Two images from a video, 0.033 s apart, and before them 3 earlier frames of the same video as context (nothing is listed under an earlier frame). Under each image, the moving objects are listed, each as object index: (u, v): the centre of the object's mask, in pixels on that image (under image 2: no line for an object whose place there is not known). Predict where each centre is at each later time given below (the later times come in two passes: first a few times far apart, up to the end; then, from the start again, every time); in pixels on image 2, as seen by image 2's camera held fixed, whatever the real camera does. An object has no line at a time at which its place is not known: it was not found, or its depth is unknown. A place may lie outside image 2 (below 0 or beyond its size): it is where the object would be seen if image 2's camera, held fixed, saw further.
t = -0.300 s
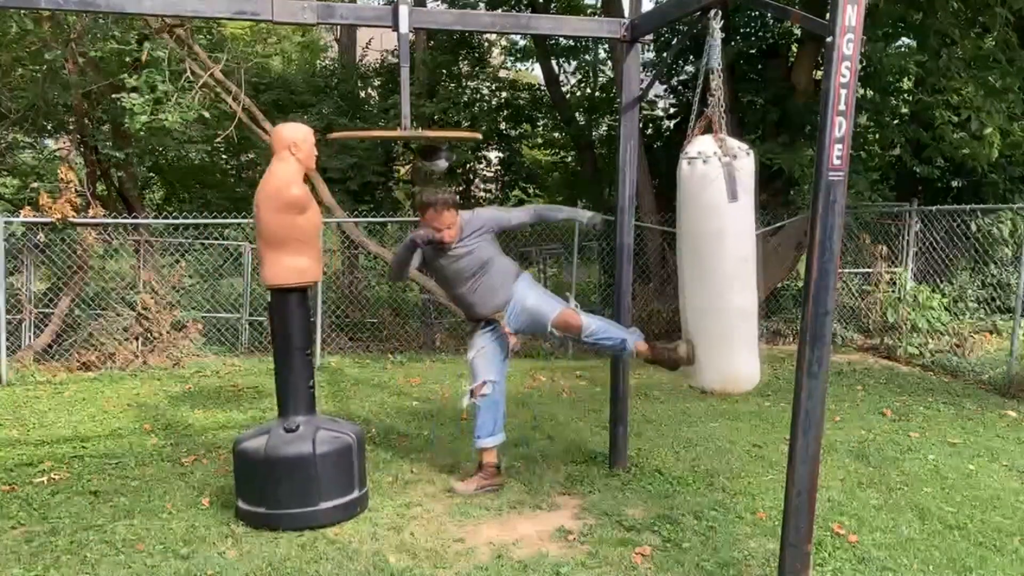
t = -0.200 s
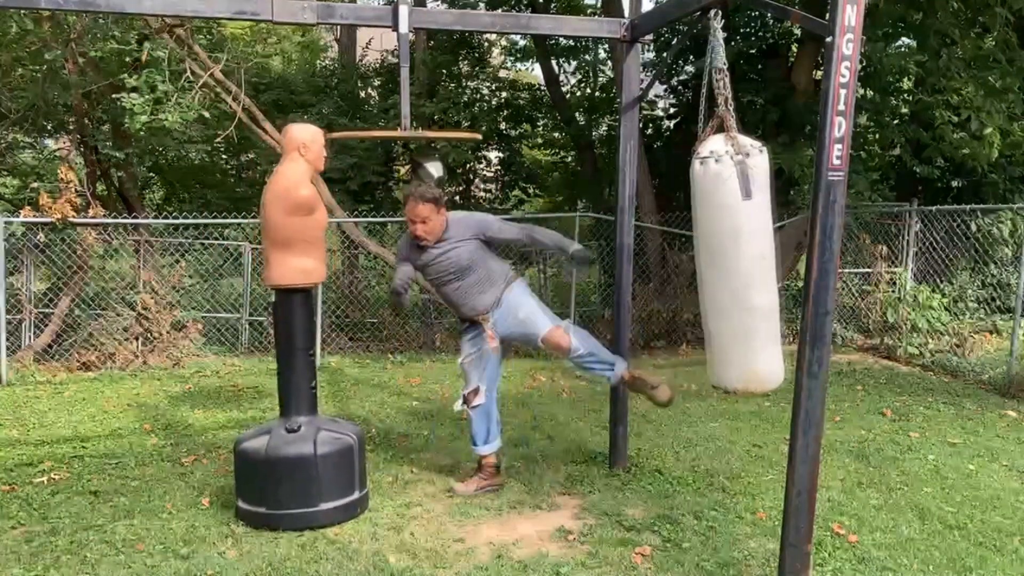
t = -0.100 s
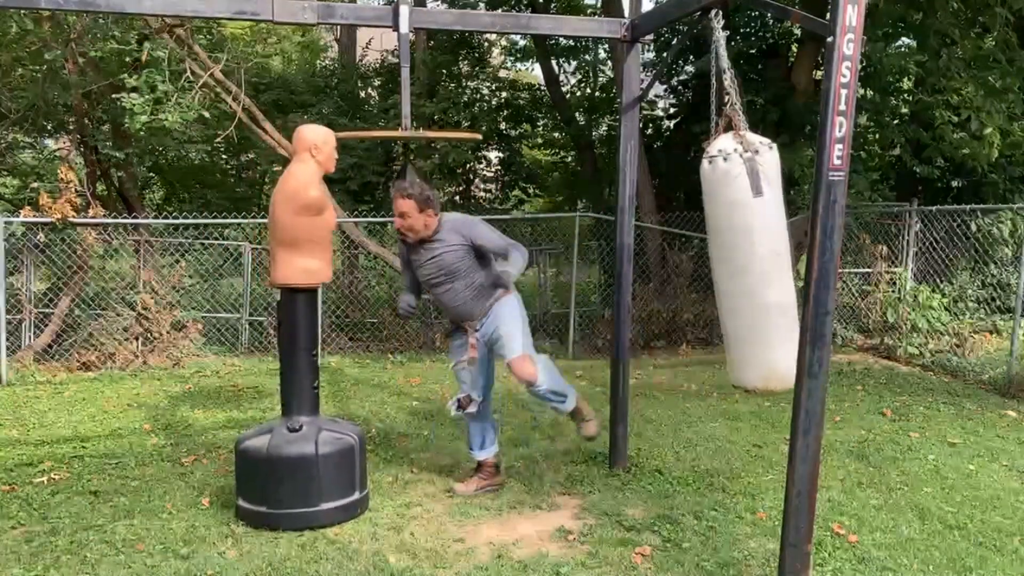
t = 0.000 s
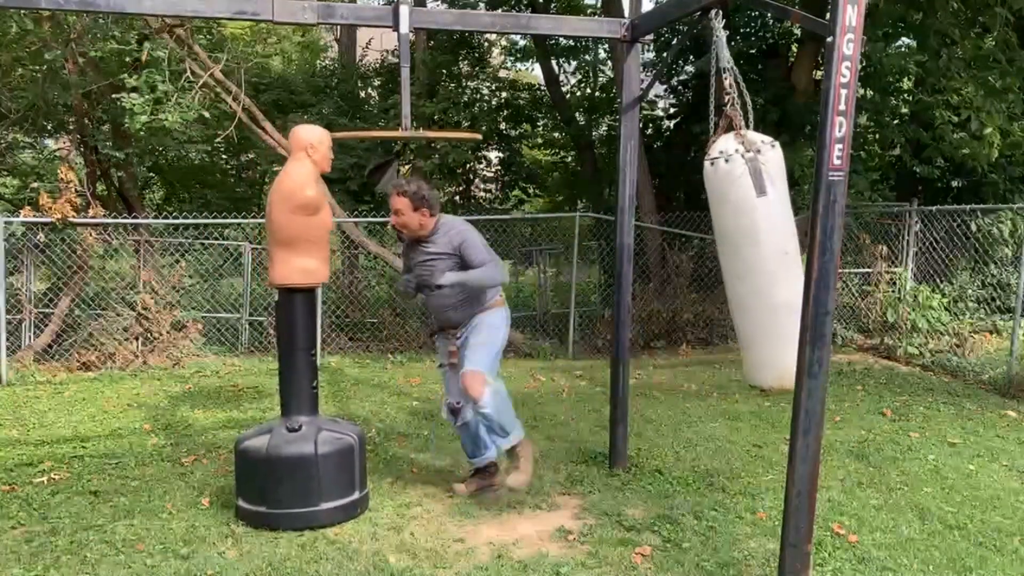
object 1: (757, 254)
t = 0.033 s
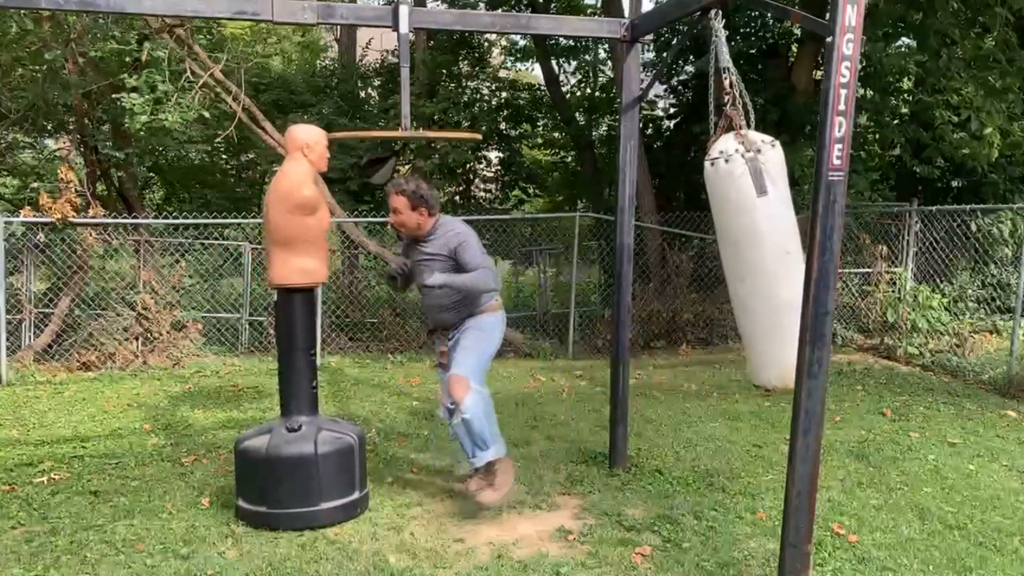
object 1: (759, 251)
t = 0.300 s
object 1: (760, 252)
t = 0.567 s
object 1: (735, 269)
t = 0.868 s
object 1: (679, 267)
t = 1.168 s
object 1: (635, 257)
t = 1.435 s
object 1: (629, 254)
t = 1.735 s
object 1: (658, 260)
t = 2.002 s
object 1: (704, 266)
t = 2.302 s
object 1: (751, 260)
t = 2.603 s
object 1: (761, 249)
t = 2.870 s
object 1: (746, 266)
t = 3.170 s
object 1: (694, 269)
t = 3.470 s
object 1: (645, 261)
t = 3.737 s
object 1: (629, 254)
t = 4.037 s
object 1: (648, 259)
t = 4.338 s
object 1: (698, 268)
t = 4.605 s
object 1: (743, 266)
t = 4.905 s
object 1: (762, 251)
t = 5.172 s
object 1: (753, 261)
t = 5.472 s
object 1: (709, 272)
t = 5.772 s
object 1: (654, 263)
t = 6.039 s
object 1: (628, 255)
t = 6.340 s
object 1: (637, 256)
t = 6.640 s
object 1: (680, 265)
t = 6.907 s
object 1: (728, 266)
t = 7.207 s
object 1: (759, 254)
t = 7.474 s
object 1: (757, 256)
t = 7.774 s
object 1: (722, 271)
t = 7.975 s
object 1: (685, 269)
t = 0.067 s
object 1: (760, 250)
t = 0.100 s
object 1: (760, 249)
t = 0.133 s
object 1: (761, 248)
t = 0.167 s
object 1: (762, 248)
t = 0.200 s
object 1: (762, 248)
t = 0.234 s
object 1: (762, 248)
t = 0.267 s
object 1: (761, 249)
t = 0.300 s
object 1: (760, 252)
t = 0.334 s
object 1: (759, 253)
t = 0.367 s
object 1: (757, 256)
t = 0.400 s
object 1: (754, 259)
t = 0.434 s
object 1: (751, 261)
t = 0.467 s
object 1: (748, 265)
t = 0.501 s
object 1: (744, 266)
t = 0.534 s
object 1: (740, 269)
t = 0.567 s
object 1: (735, 269)
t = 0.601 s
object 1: (730, 269)
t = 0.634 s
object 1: (724, 270)
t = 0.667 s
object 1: (718, 269)
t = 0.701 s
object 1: (711, 269)
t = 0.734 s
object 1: (705, 269)
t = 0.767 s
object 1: (698, 269)
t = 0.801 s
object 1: (691, 269)
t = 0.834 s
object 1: (685, 268)
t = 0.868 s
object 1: (679, 267)
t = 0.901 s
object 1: (673, 266)
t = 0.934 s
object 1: (667, 266)
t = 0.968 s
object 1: (662, 264)
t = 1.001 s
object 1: (657, 264)
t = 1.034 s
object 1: (652, 263)
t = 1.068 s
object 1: (647, 261)
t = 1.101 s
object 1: (643, 260)
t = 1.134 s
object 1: (639, 258)
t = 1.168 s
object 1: (635, 257)
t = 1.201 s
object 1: (633, 257)
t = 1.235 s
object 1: (631, 256)
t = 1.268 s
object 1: (630, 256)
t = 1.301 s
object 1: (629, 255)
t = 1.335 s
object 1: (628, 255)
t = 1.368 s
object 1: (628, 255)
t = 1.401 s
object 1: (628, 254)
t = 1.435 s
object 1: (629, 254)
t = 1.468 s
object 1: (630, 255)
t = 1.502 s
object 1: (632, 256)
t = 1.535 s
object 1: (634, 256)
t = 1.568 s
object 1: (637, 256)
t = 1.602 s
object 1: (640, 257)
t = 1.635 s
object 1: (644, 258)
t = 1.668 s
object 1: (649, 258)
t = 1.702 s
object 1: (653, 259)
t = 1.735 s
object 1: (658, 260)
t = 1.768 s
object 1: (663, 261)
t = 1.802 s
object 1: (668, 262)
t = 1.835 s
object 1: (674, 263)
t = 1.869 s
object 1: (680, 263)
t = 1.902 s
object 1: (686, 264)
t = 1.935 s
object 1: (692, 265)
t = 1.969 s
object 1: (698, 265)
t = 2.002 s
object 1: (704, 266)
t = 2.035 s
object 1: (710, 266)
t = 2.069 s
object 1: (716, 266)
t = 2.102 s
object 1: (723, 266)
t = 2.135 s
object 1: (728, 266)
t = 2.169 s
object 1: (734, 264)
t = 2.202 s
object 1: (739, 265)
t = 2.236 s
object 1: (744, 264)
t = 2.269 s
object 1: (748, 262)
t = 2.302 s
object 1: (751, 260)
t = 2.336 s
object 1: (753, 257)
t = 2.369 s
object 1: (756, 254)
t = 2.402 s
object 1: (758, 253)
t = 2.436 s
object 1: (759, 251)
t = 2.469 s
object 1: (760, 249)
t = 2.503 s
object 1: (761, 249)
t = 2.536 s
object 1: (761, 248)
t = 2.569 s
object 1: (761, 248)
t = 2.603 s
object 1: (761, 249)
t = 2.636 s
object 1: (760, 250)
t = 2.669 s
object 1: (759, 251)
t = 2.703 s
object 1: (758, 254)
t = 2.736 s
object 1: (757, 256)
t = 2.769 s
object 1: (755, 258)
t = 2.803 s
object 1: (752, 260)
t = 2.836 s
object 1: (749, 264)
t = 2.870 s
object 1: (746, 266)
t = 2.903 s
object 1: (742, 269)
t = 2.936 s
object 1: (736, 269)
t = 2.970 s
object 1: (731, 270)
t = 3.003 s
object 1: (725, 269)
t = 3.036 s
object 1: (719, 270)
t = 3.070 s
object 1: (713, 270)
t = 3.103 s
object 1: (707, 270)
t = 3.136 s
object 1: (700, 269)
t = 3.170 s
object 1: (694, 269)
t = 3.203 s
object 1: (688, 268)
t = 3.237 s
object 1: (682, 268)
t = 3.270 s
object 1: (676, 267)
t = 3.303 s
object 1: (670, 266)
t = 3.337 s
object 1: (664, 265)
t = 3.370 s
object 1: (659, 264)
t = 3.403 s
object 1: (654, 263)
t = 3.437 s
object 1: (649, 262)
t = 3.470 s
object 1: (645, 261)
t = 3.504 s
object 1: (641, 259)
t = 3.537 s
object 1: (638, 258)
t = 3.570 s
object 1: (635, 257)
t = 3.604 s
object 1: (633, 256)
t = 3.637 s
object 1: (631, 255)
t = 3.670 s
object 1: (630, 254)
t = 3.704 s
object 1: (629, 254)
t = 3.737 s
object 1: (629, 254)
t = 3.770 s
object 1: (629, 254)
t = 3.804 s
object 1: (629, 254)
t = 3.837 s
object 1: (631, 254)
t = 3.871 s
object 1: (632, 255)
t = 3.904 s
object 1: (634, 255)
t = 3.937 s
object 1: (637, 256)
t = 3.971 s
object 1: (640, 257)
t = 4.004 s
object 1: (644, 257)
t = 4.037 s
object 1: (648, 259)
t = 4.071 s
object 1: (652, 260)
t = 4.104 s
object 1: (657, 261)
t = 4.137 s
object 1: (662, 262)
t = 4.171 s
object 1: (667, 263)
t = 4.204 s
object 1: (673, 264)
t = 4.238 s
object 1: (679, 265)
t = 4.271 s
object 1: (685, 266)
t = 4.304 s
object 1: (691, 267)
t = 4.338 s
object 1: (698, 268)
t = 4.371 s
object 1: (704, 268)
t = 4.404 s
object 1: (710, 268)
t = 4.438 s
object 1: (714, 267)
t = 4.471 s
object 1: (722, 268)
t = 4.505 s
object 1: (726, 267)
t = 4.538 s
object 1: (733, 267)
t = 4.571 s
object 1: (738, 266)
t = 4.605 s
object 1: (743, 266)
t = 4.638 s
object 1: (747, 265)
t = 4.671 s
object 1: (751, 262)
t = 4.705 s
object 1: (754, 260)
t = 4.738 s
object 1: (756, 258)
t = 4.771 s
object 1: (758, 255)
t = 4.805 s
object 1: (759, 253)
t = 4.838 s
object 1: (760, 252)
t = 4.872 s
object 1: (761, 252)
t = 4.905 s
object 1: (762, 251)
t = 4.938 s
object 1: (762, 251)
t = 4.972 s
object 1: (762, 251)
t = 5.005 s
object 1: (761, 252)
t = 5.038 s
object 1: (760, 253)
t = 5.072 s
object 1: (759, 255)
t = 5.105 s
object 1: (758, 256)
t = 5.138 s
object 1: (756, 259)
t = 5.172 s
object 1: (753, 261)
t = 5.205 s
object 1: (751, 264)
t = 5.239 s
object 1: (747, 266)
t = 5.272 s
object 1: (743, 268)
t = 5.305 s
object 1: (738, 270)
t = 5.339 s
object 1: (733, 270)
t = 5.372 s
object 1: (727, 270)
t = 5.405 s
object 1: (720, 271)
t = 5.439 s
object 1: (715, 270)
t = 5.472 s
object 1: (709, 272)
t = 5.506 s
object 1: (701, 271)
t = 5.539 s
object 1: (695, 270)
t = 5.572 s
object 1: (689, 269)
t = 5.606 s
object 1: (683, 268)
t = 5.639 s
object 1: (677, 267)
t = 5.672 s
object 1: (671, 267)
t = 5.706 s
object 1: (665, 265)
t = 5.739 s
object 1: (660, 265)
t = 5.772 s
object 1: (654, 263)
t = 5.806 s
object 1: (650, 263)
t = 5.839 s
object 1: (645, 262)
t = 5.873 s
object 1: (641, 261)
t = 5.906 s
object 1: (638, 259)
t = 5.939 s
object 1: (635, 258)
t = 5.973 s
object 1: (632, 257)
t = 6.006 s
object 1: (630, 256)
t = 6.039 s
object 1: (628, 255)
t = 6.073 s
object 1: (627, 255)
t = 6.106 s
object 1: (626, 254)
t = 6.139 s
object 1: (627, 254)
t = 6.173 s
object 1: (627, 254)
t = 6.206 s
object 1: (628, 254)
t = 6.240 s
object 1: (630, 254)
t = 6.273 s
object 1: (632, 255)
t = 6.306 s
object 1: (634, 255)
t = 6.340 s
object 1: (637, 256)
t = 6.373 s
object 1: (640, 257)
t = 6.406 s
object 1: (644, 258)
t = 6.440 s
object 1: (648, 259)
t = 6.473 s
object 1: (653, 260)
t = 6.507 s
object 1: (658, 261)
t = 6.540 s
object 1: (663, 262)
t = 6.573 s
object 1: (668, 264)
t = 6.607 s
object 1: (674, 264)
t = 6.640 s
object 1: (680, 265)
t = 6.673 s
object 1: (686, 266)
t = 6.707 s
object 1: (692, 267)
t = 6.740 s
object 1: (699, 267)
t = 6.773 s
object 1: (705, 268)
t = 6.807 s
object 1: (711, 267)
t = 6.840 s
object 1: (717, 268)
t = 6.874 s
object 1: (723, 268)
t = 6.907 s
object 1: (728, 266)
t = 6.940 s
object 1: (734, 268)
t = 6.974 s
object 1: (739, 266)
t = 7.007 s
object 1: (743, 265)
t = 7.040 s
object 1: (747, 263)
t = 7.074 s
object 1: (751, 261)
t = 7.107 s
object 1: (753, 259)
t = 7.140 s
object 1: (756, 257)
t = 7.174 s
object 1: (757, 255)
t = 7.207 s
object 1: (759, 254)
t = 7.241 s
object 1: (760, 253)
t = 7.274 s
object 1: (760, 252)
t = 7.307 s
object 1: (761, 252)
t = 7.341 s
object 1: (761, 252)
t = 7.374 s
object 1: (760, 252)
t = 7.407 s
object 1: (760, 253)
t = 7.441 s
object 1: (759, 255)
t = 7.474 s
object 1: (757, 256)
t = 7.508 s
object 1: (756, 258)
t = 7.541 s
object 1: (754, 260)
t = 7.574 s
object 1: (751, 263)
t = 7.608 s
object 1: (748, 265)
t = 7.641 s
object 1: (744, 268)
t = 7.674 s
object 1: (739, 269)
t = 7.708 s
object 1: (734, 270)
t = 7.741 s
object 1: (729, 270)
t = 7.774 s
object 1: (722, 271)
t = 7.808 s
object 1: (716, 271)
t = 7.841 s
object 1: (710, 271)
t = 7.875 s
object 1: (704, 271)
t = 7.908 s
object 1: (697, 271)
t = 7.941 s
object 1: (691, 269)
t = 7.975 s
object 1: (685, 269)
